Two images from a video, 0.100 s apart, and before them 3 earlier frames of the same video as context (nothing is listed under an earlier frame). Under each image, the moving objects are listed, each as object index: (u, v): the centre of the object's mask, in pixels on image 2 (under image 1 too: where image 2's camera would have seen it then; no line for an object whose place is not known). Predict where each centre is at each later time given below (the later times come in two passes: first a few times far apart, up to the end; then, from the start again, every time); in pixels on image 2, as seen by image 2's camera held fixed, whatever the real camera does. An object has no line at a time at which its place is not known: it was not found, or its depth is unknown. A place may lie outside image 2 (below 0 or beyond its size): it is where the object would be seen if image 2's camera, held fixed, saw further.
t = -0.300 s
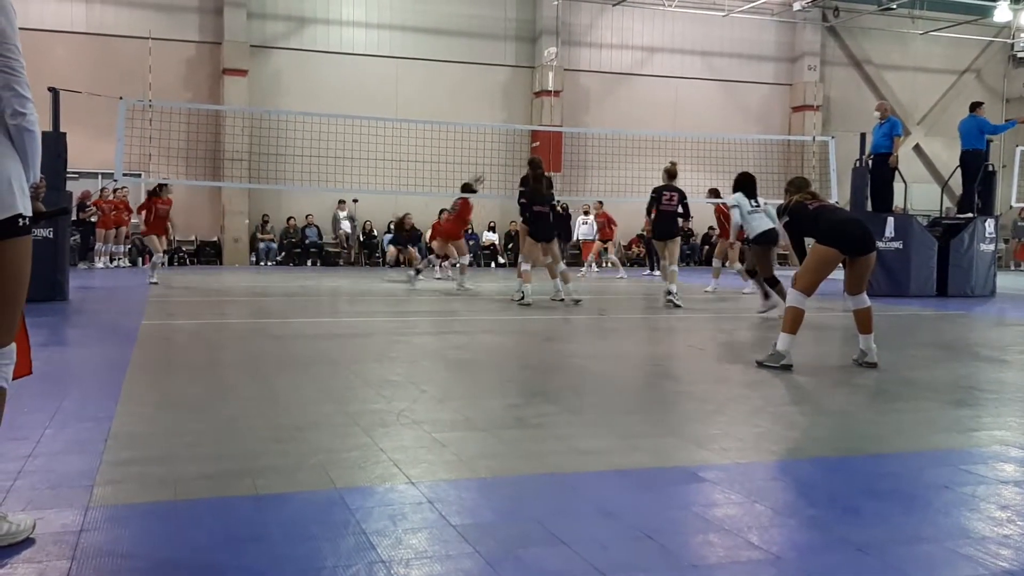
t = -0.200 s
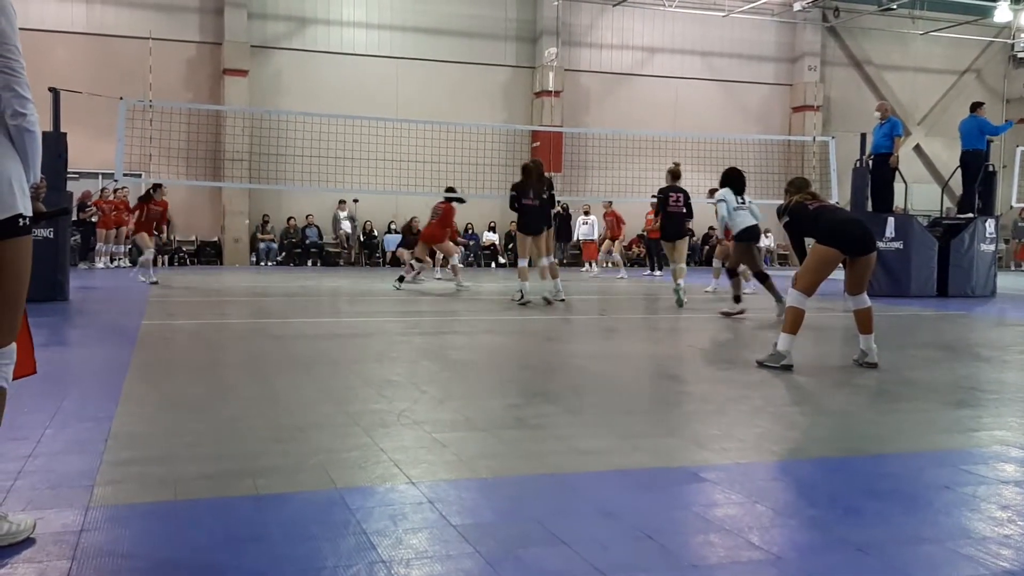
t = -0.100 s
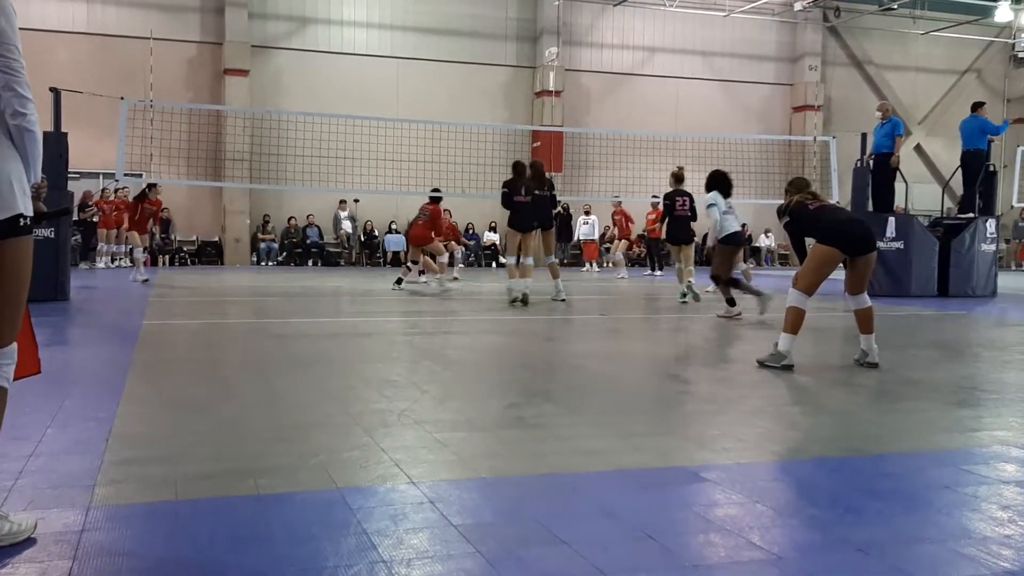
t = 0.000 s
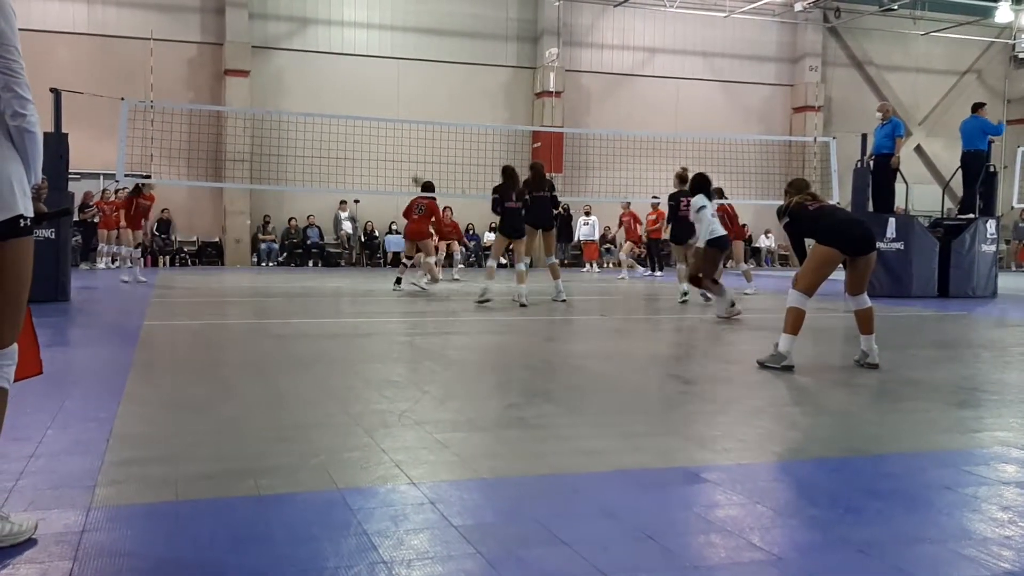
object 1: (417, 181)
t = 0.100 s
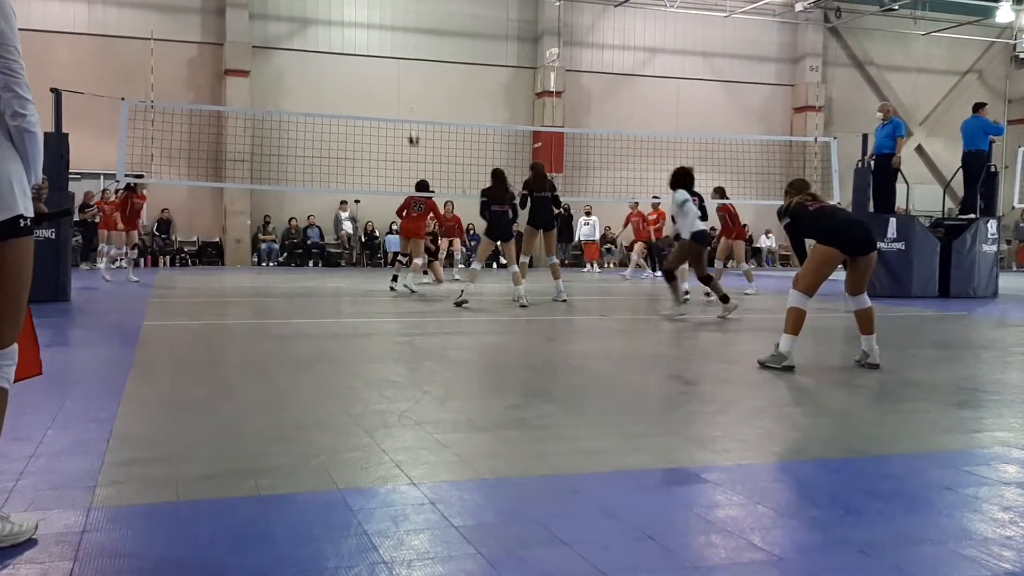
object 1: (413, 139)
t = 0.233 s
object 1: (406, 95)
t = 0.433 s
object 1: (394, 46)
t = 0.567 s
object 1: (386, 26)
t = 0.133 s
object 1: (411, 129)
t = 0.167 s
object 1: (410, 114)
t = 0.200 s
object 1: (408, 106)
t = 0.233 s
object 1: (406, 95)
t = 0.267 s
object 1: (404, 86)
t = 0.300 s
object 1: (402, 76)
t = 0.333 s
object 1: (401, 66)
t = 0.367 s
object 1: (399, 59)
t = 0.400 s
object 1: (397, 52)
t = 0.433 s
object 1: (394, 46)
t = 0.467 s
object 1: (392, 40)
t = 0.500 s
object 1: (391, 34)
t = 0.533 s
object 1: (389, 29)
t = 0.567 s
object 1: (386, 26)
